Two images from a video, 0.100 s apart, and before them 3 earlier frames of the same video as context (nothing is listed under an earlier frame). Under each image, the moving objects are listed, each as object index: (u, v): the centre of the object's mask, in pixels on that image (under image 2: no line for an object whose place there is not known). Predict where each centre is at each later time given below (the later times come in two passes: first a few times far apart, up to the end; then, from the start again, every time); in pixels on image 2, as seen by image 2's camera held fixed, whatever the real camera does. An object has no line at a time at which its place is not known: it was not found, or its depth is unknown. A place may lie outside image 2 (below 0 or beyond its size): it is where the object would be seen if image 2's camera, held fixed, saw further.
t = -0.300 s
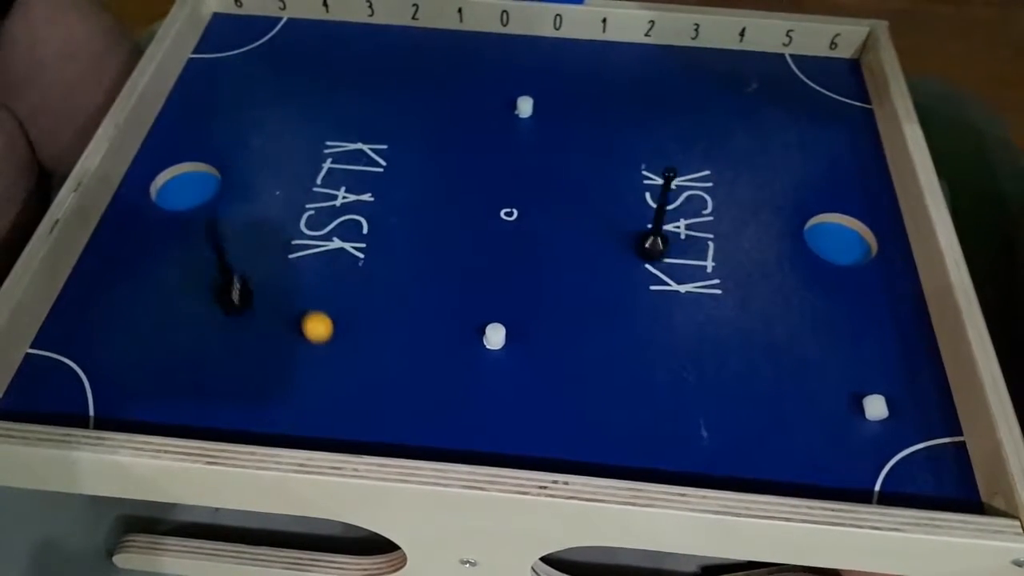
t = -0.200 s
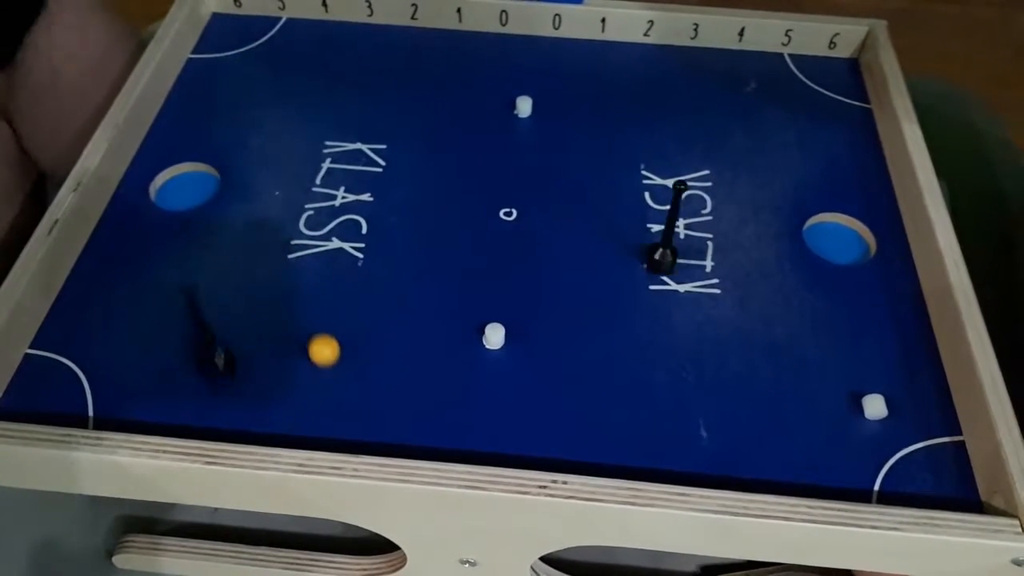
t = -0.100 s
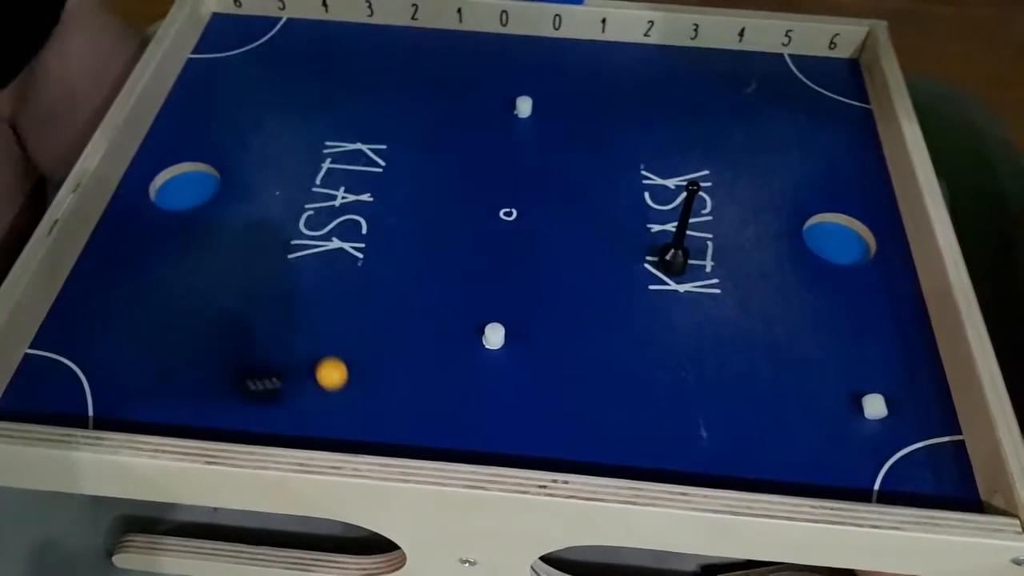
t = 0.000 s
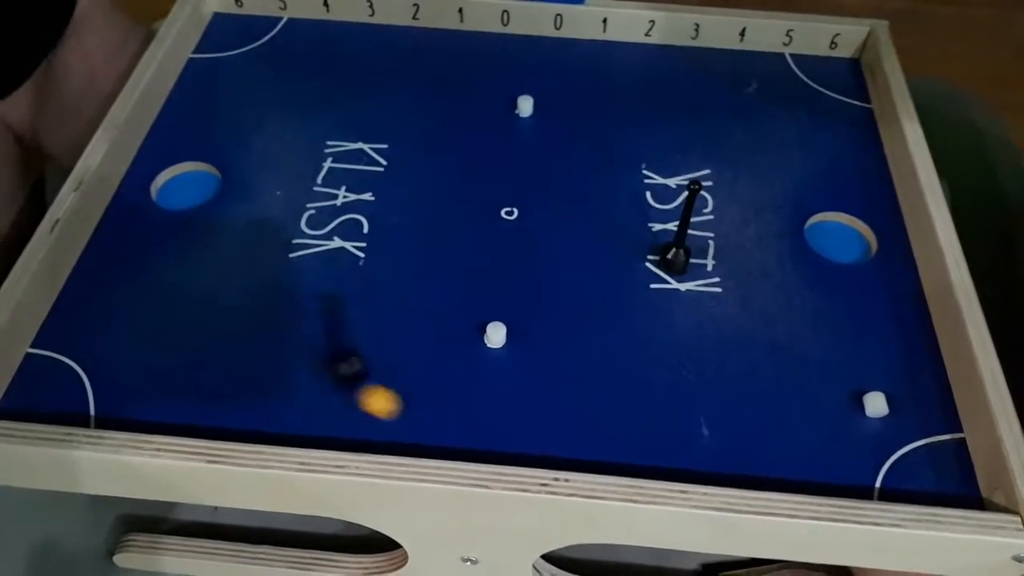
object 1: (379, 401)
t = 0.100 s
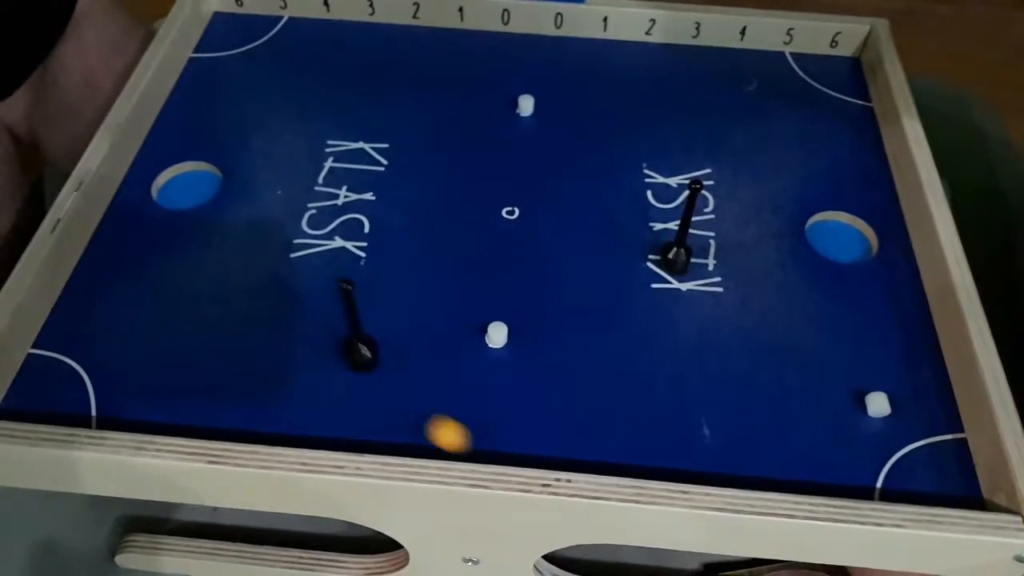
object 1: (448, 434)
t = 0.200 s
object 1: (519, 458)
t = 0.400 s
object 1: (652, 457)
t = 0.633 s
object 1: (801, 450)
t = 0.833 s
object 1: (923, 449)
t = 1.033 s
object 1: (922, 437)
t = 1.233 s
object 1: (879, 423)
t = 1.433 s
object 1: (844, 421)
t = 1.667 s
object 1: (811, 416)
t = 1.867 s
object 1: (788, 413)
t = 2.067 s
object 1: (769, 409)
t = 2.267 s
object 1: (756, 411)
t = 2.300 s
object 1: (754, 411)
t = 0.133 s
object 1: (471, 444)
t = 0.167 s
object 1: (493, 452)
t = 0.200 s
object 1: (519, 458)
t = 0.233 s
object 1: (542, 458)
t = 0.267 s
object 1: (564, 458)
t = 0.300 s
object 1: (587, 458)
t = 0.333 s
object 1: (608, 458)
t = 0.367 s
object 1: (631, 457)
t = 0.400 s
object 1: (652, 457)
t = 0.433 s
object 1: (674, 456)
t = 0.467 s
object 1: (696, 455)
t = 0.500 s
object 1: (717, 454)
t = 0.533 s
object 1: (738, 452)
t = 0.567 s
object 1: (760, 452)
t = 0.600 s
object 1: (780, 451)
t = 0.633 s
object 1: (801, 450)
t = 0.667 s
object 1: (822, 450)
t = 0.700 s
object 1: (842, 450)
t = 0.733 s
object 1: (862, 449)
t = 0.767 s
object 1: (882, 448)
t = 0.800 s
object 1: (902, 449)
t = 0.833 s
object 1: (923, 449)
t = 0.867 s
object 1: (943, 449)
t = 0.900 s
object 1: (959, 448)
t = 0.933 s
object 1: (951, 446)
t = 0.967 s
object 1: (940, 442)
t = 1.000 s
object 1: (931, 439)
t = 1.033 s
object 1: (922, 437)
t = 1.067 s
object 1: (914, 434)
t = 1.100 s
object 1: (905, 430)
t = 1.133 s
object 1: (899, 428)
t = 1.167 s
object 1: (892, 426)
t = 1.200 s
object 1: (885, 424)
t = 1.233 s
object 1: (879, 423)
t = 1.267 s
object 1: (873, 423)
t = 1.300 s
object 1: (866, 423)
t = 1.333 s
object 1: (860, 422)
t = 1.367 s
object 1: (855, 421)
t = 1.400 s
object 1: (850, 421)
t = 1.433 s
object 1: (844, 421)
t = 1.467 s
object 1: (839, 420)
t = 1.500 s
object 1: (833, 419)
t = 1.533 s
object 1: (828, 419)
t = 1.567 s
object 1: (824, 418)
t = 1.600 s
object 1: (819, 417)
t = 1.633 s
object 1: (815, 417)
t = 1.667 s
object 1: (811, 416)
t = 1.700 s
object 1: (807, 415)
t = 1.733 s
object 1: (803, 415)
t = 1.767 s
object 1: (799, 415)
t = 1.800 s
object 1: (795, 414)
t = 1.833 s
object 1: (791, 414)
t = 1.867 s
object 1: (788, 413)
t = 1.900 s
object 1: (784, 412)
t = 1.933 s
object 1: (781, 411)
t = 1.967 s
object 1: (777, 410)
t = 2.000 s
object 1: (774, 410)
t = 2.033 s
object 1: (772, 410)
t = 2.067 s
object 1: (769, 409)
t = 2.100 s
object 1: (766, 409)
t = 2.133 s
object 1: (764, 409)
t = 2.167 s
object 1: (761, 410)
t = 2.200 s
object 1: (759, 410)
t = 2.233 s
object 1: (757, 411)
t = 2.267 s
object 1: (756, 411)
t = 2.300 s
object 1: (754, 411)
